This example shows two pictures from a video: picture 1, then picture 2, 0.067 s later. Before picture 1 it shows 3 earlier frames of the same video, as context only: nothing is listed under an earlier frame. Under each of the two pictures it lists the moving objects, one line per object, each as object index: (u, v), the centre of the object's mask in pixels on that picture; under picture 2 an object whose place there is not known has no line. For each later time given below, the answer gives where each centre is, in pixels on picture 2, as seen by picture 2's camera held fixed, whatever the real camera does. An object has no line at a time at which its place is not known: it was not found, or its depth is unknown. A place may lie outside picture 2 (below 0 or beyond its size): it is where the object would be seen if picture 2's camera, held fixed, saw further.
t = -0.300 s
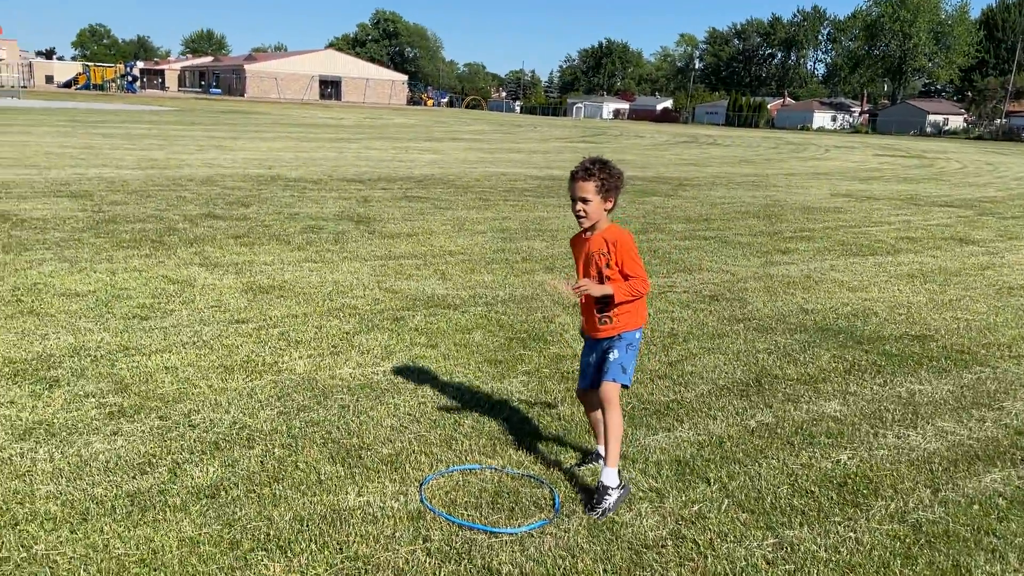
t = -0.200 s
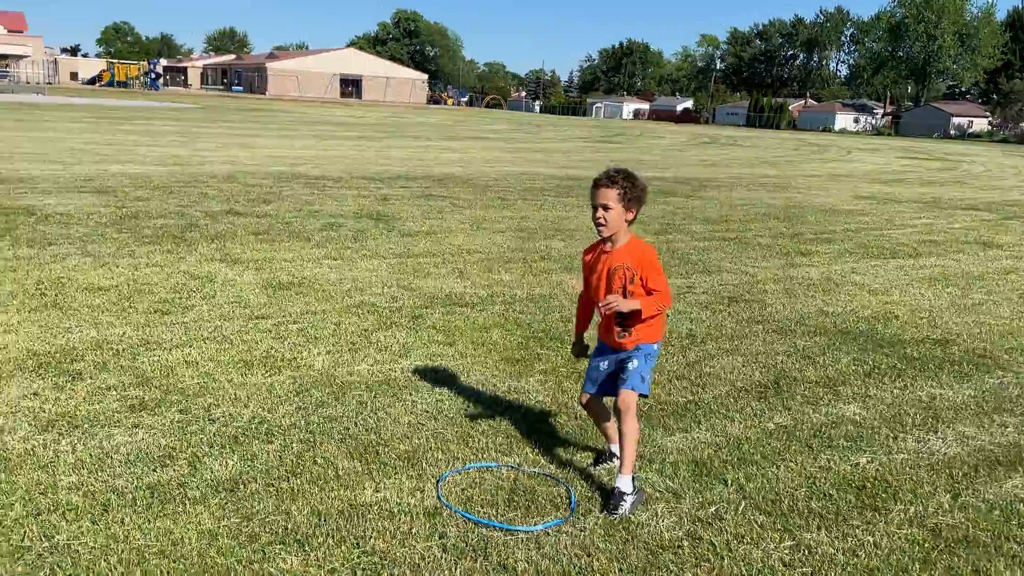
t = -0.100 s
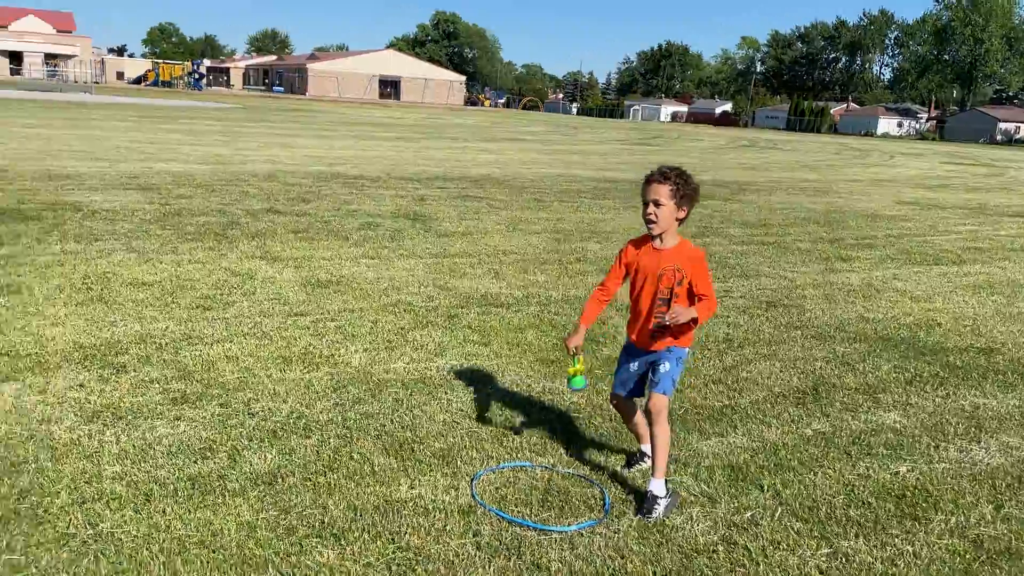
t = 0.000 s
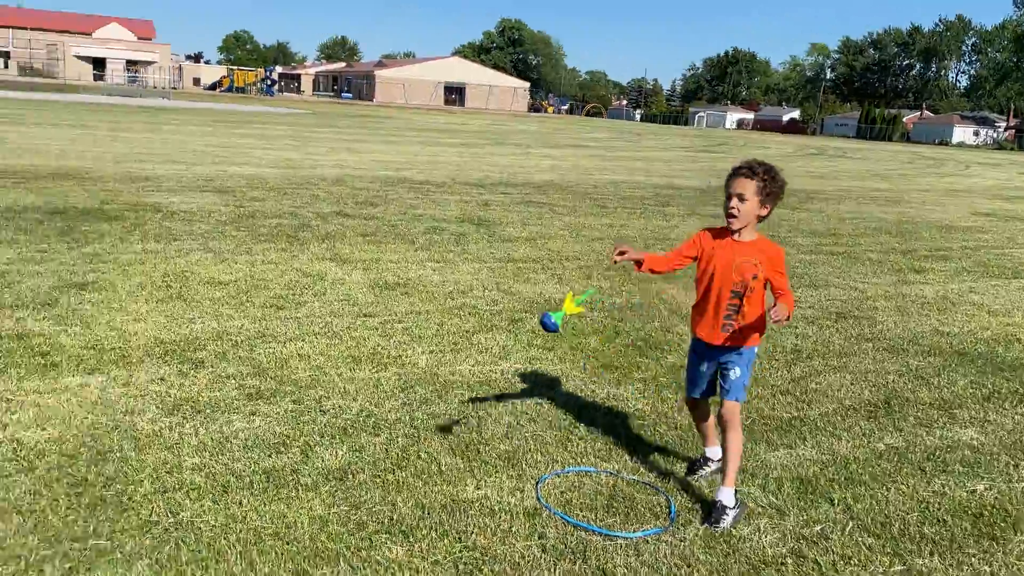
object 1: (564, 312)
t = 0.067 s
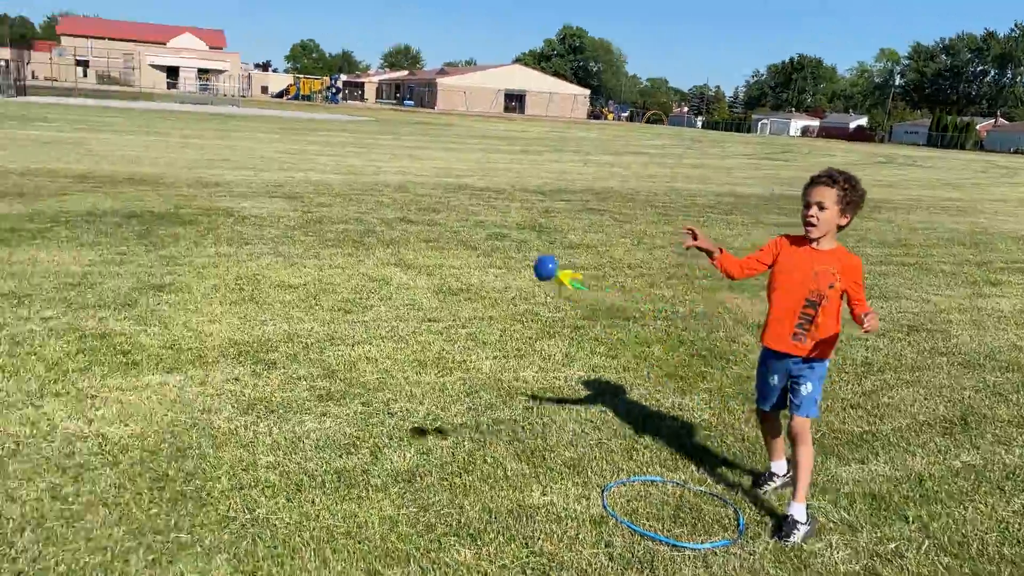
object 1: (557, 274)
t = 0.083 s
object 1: (536, 262)
